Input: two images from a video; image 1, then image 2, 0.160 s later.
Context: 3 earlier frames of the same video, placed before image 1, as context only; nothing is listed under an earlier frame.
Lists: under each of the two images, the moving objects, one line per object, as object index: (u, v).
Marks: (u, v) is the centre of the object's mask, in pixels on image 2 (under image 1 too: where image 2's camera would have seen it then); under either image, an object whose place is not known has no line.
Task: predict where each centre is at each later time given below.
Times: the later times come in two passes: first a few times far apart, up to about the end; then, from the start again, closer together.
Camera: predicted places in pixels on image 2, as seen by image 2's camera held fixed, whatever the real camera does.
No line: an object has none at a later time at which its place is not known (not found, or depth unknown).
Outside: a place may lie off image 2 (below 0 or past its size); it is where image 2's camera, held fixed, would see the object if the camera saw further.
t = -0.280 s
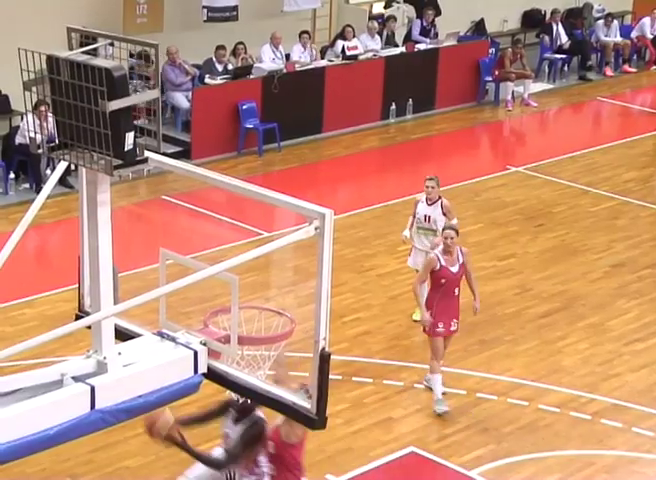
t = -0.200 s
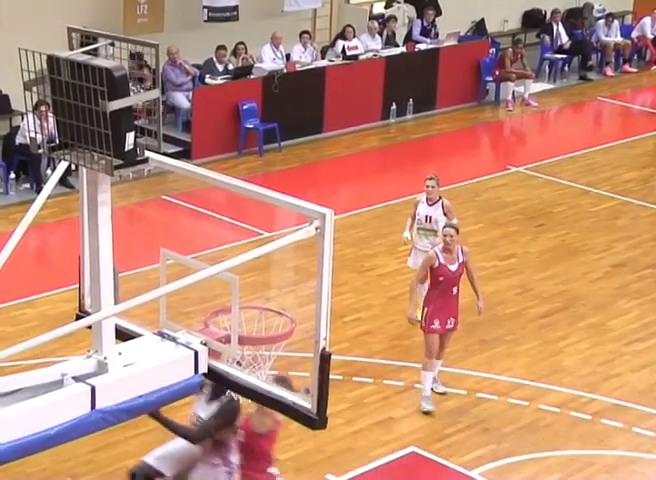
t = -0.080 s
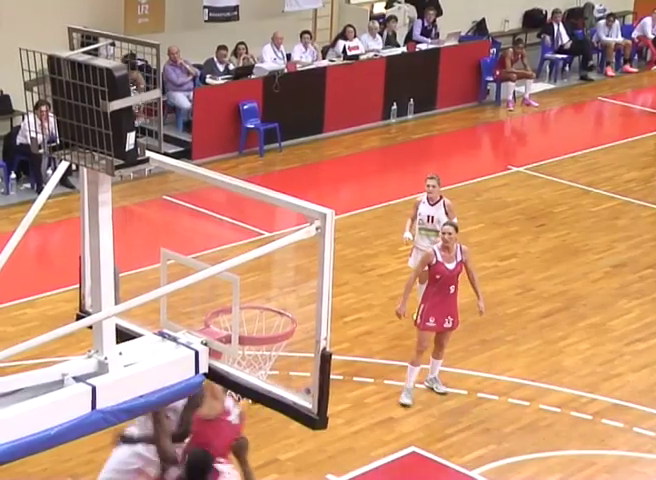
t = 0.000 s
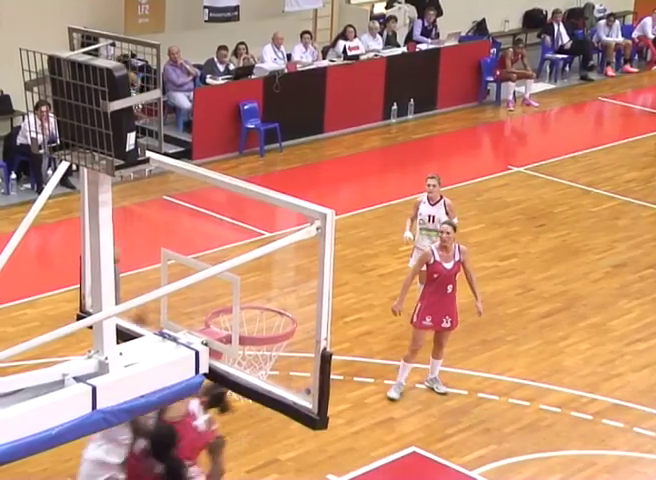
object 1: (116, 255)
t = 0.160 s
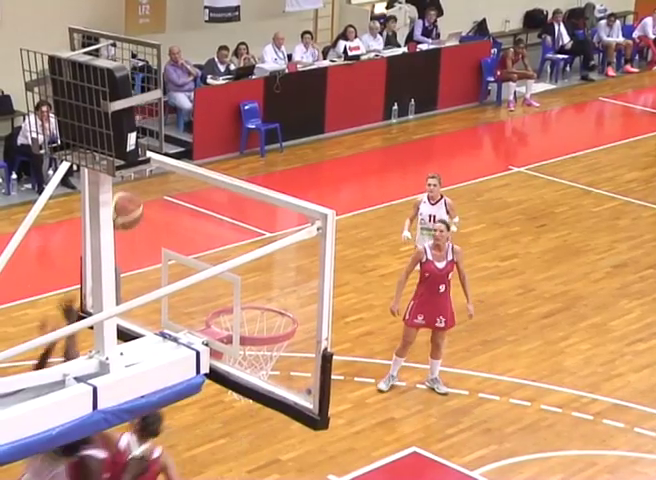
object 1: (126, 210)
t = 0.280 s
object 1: (139, 200)
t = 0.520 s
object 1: (201, 233)
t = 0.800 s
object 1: (253, 300)
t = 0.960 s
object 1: (218, 260)
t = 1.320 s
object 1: (172, 316)
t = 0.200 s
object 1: (129, 204)
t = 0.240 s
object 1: (134, 201)
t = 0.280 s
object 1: (139, 200)
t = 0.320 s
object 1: (146, 202)
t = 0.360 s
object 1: (152, 205)
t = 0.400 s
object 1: (158, 213)
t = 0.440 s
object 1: (168, 219)
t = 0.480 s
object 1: (184, 225)
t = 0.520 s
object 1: (201, 233)
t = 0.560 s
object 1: (216, 244)
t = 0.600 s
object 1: (233, 254)
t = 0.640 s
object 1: (254, 275)
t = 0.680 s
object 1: (265, 293)
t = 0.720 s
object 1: (278, 313)
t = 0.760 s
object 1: (263, 305)
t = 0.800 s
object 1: (253, 300)
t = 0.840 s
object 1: (232, 293)
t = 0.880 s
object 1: (231, 285)
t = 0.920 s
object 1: (220, 285)
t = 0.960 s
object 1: (218, 260)
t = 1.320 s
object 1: (172, 316)
